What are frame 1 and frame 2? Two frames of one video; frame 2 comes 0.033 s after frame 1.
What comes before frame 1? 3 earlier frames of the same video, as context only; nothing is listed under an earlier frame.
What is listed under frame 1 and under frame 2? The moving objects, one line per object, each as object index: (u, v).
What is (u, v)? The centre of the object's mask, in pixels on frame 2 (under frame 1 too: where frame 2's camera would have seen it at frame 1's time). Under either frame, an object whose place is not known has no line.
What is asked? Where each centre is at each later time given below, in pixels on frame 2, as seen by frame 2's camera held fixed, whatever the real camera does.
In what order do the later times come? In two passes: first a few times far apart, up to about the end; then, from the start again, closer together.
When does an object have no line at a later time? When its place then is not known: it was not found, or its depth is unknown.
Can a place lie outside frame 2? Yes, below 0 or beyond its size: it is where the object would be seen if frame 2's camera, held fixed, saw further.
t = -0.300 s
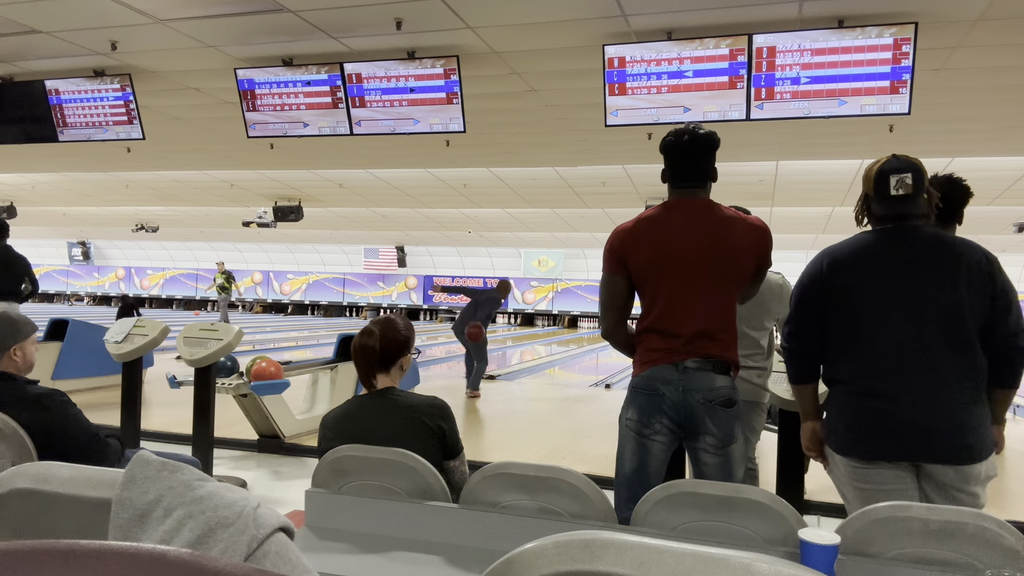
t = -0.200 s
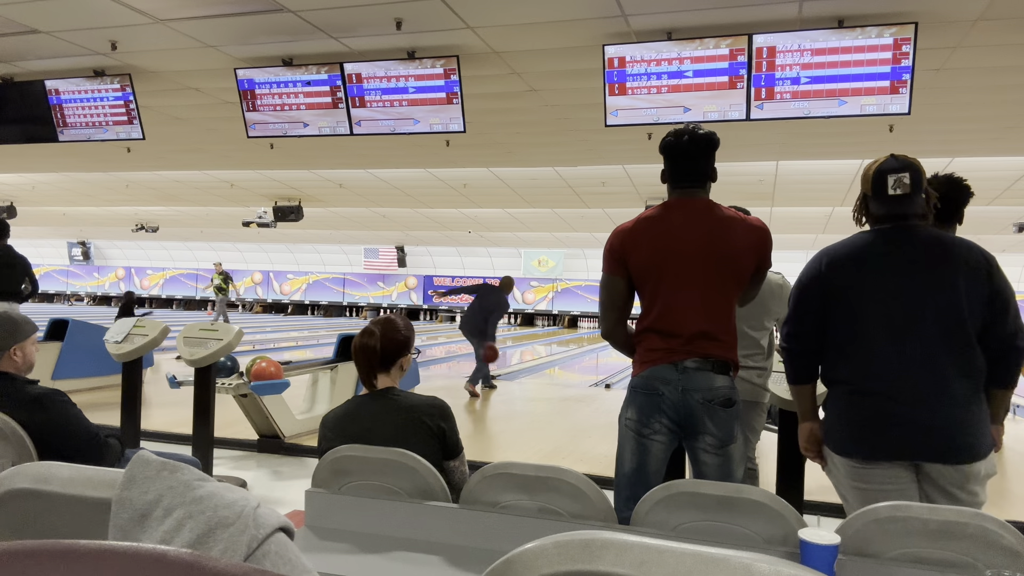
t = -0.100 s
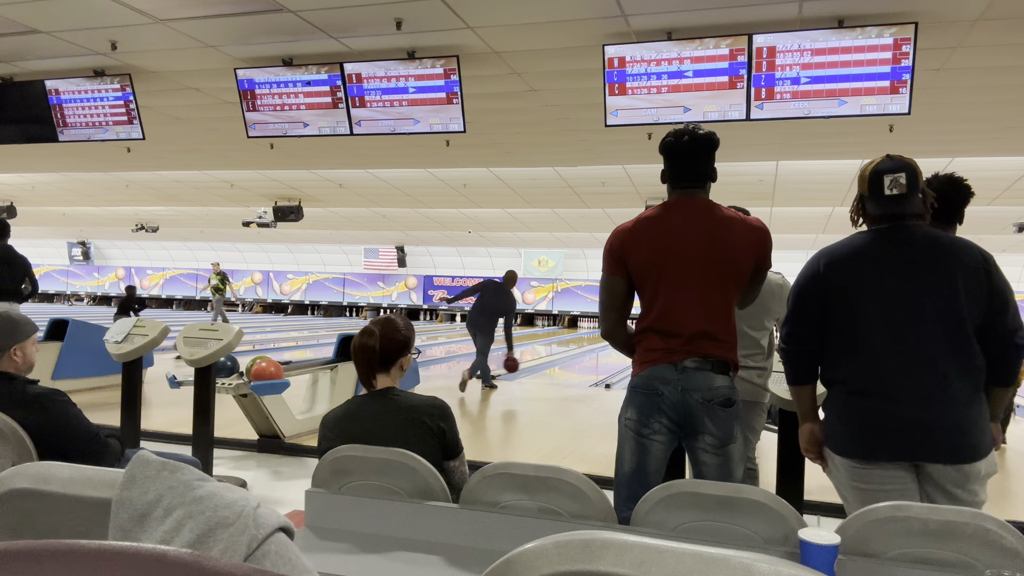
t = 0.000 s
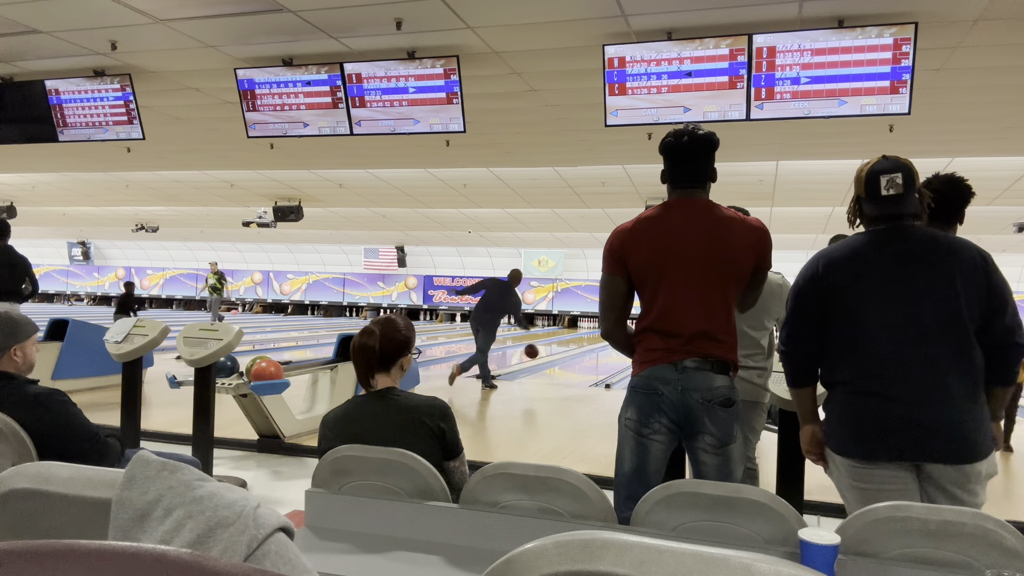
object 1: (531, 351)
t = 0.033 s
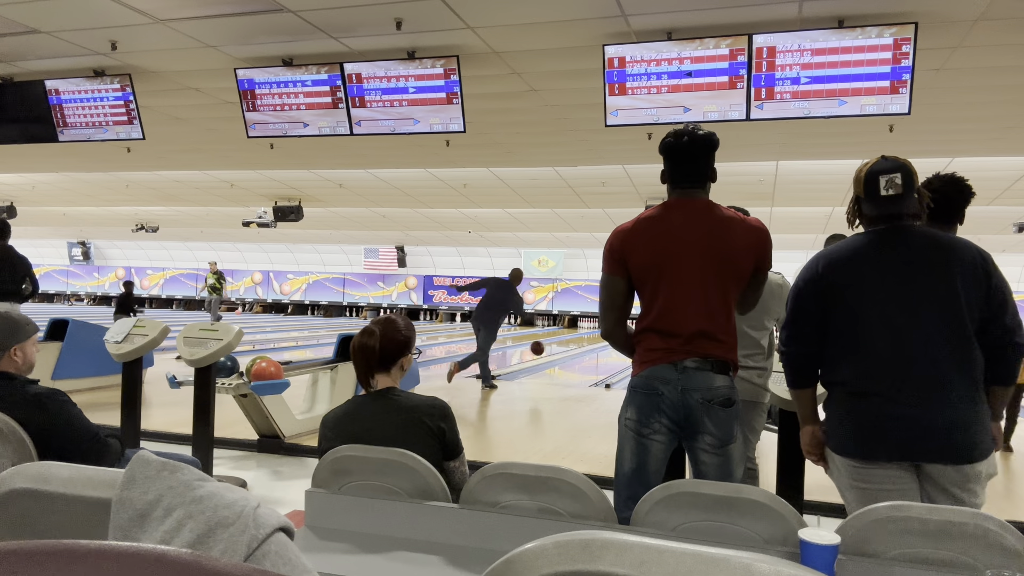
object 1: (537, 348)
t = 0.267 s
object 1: (570, 348)
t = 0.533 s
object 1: (598, 353)
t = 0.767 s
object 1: (614, 349)
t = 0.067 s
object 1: (543, 346)
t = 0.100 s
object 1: (548, 344)
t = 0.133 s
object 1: (553, 344)
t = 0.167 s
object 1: (558, 344)
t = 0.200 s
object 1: (562, 345)
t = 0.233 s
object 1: (567, 346)
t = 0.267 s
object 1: (570, 348)
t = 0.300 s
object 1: (575, 351)
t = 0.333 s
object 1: (578, 354)
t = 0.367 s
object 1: (581, 358)
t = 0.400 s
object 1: (585, 357)
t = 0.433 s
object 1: (588, 355)
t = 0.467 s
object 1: (591, 354)
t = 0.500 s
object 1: (595, 354)
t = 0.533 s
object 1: (598, 353)
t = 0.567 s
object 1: (600, 353)
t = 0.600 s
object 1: (603, 352)
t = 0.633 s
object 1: (606, 351)
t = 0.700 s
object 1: (610, 349)
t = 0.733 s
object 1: (612, 349)
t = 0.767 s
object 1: (614, 349)
